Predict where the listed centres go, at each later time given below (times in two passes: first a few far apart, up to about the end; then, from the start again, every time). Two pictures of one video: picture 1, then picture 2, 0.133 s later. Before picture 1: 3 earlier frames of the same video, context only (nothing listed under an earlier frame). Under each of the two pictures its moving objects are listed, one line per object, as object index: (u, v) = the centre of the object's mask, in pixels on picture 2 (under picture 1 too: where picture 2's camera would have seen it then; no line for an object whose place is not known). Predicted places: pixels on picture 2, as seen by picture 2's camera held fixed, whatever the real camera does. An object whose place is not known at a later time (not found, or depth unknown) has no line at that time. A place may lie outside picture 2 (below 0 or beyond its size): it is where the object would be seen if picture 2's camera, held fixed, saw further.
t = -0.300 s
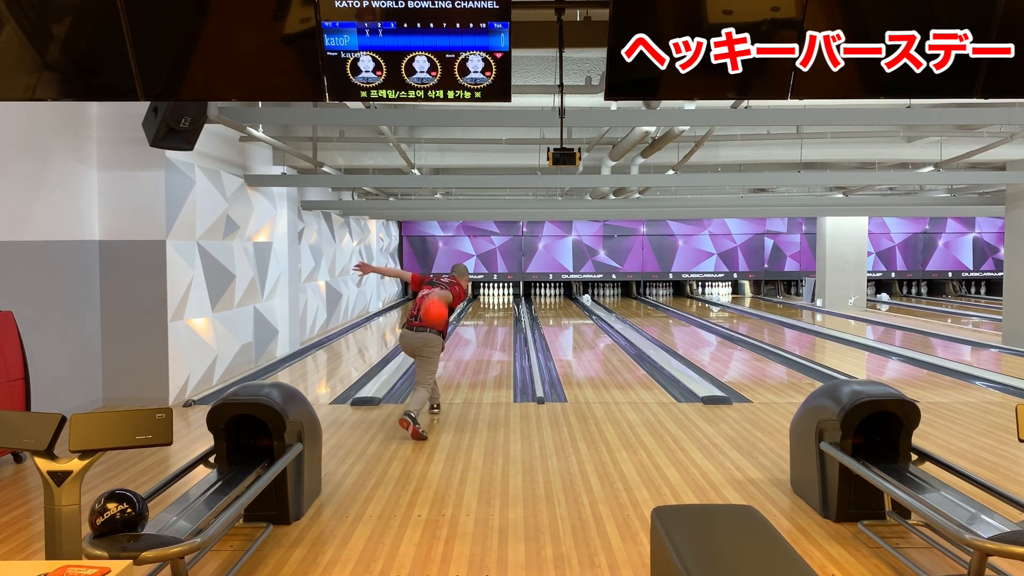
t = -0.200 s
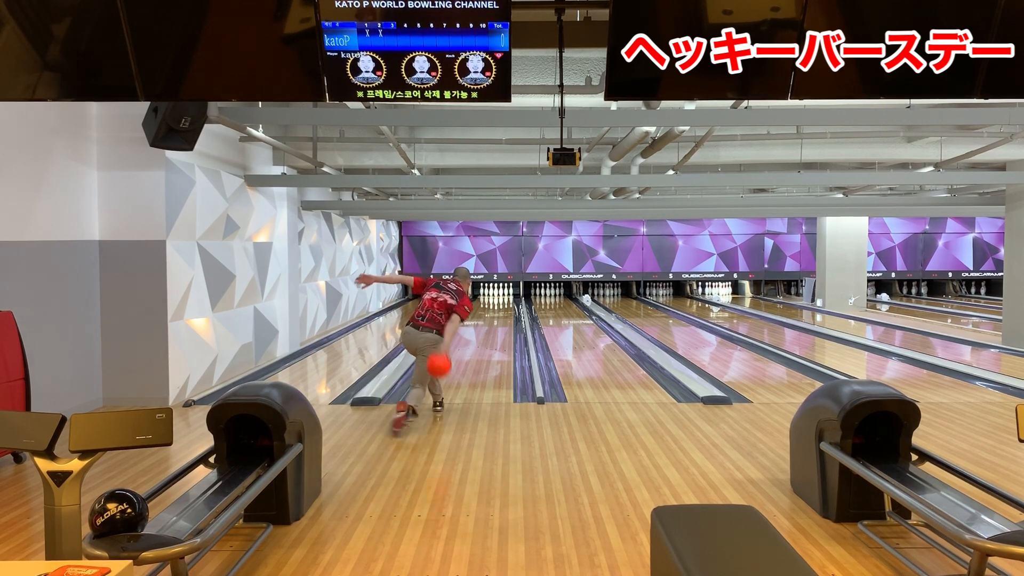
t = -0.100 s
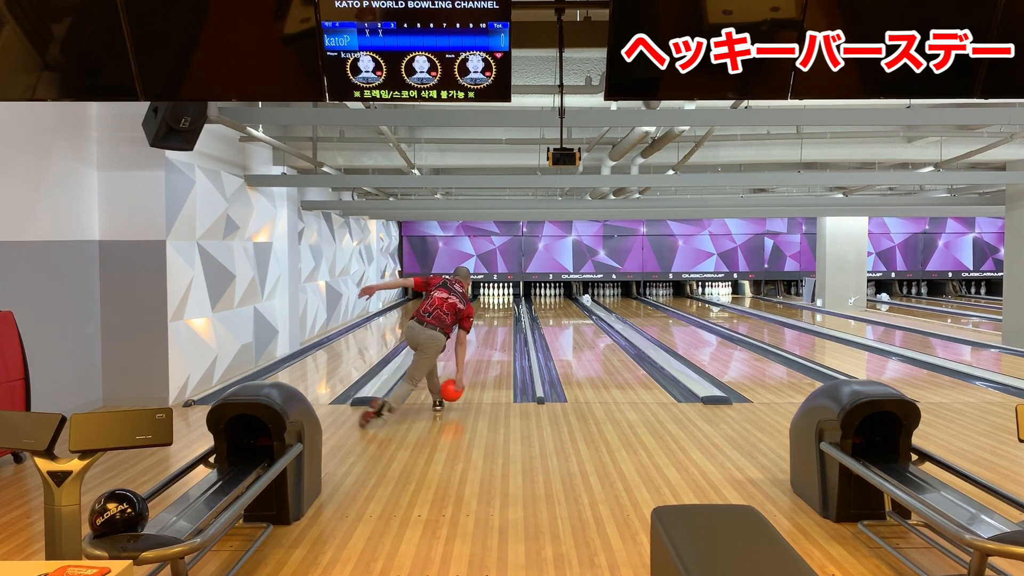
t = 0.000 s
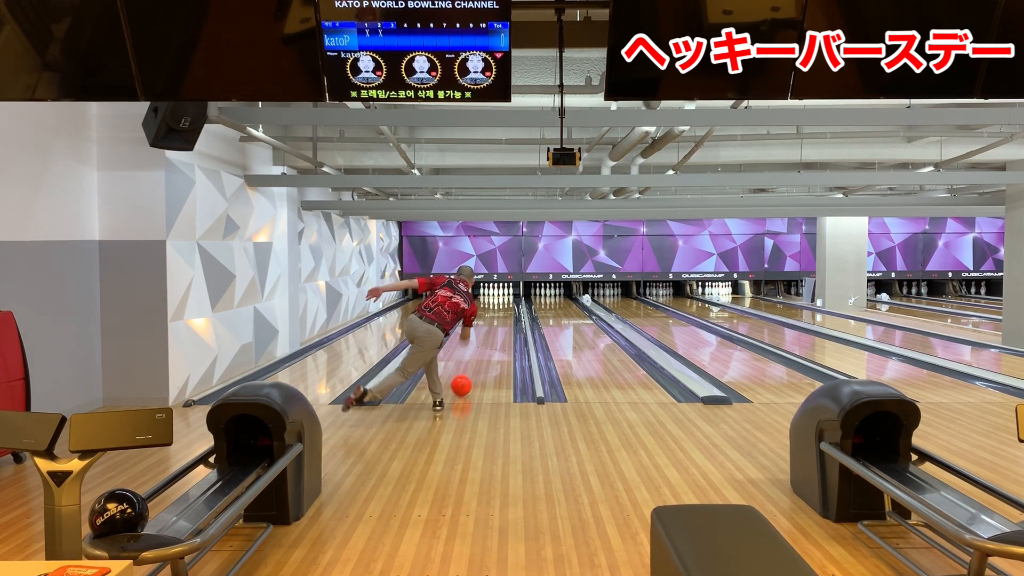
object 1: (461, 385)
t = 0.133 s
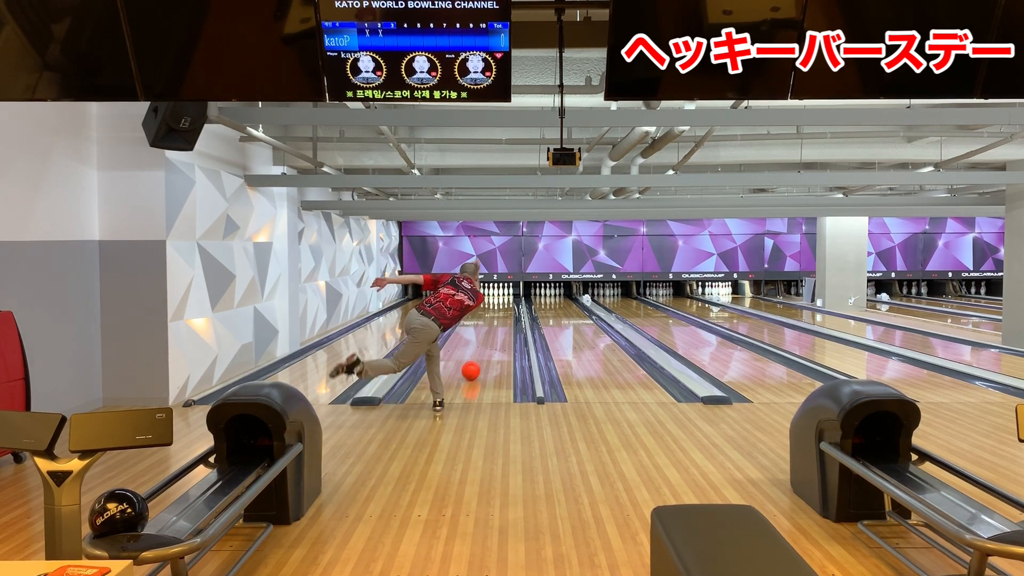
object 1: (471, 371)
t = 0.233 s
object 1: (476, 362)
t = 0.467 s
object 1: (487, 344)
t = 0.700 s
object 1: (494, 332)
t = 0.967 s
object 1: (500, 321)
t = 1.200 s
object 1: (503, 314)
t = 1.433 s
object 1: (505, 308)
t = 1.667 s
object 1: (505, 303)
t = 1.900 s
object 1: (504, 299)
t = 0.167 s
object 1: (473, 367)
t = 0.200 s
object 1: (475, 364)
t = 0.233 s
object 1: (476, 362)
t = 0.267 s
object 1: (478, 359)
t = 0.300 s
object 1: (480, 356)
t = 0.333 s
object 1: (481, 353)
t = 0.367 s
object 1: (483, 351)
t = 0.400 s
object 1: (484, 349)
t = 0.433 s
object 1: (486, 346)
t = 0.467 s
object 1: (487, 344)
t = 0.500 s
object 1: (488, 342)
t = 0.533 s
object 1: (490, 341)
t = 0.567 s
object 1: (491, 339)
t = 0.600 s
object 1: (491, 337)
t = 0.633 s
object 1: (492, 335)
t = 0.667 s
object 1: (493, 333)
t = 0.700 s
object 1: (494, 332)
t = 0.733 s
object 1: (495, 331)
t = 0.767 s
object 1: (496, 329)
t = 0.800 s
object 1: (496, 327)
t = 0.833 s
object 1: (497, 326)
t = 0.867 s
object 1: (498, 325)
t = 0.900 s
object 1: (498, 324)
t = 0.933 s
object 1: (499, 322)
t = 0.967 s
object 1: (500, 321)
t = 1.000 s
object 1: (500, 320)
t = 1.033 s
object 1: (501, 319)
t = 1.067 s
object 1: (501, 318)
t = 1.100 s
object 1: (502, 317)
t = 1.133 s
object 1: (502, 316)
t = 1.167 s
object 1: (503, 315)
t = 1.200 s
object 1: (503, 314)
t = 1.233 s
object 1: (503, 313)
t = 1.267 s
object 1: (504, 312)
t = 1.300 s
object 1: (504, 312)
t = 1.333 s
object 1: (504, 311)
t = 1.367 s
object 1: (504, 310)
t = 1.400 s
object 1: (505, 309)
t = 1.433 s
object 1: (505, 308)
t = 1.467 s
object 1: (505, 307)
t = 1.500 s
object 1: (505, 307)
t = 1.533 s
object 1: (505, 306)
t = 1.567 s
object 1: (505, 305)
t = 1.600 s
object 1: (505, 305)
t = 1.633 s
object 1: (505, 304)
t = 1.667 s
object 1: (505, 303)
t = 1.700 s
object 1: (505, 303)
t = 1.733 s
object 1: (505, 303)
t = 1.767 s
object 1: (505, 302)
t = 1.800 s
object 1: (505, 301)
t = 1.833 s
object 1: (505, 301)
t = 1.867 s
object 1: (505, 300)
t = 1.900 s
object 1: (504, 299)
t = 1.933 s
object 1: (504, 299)
